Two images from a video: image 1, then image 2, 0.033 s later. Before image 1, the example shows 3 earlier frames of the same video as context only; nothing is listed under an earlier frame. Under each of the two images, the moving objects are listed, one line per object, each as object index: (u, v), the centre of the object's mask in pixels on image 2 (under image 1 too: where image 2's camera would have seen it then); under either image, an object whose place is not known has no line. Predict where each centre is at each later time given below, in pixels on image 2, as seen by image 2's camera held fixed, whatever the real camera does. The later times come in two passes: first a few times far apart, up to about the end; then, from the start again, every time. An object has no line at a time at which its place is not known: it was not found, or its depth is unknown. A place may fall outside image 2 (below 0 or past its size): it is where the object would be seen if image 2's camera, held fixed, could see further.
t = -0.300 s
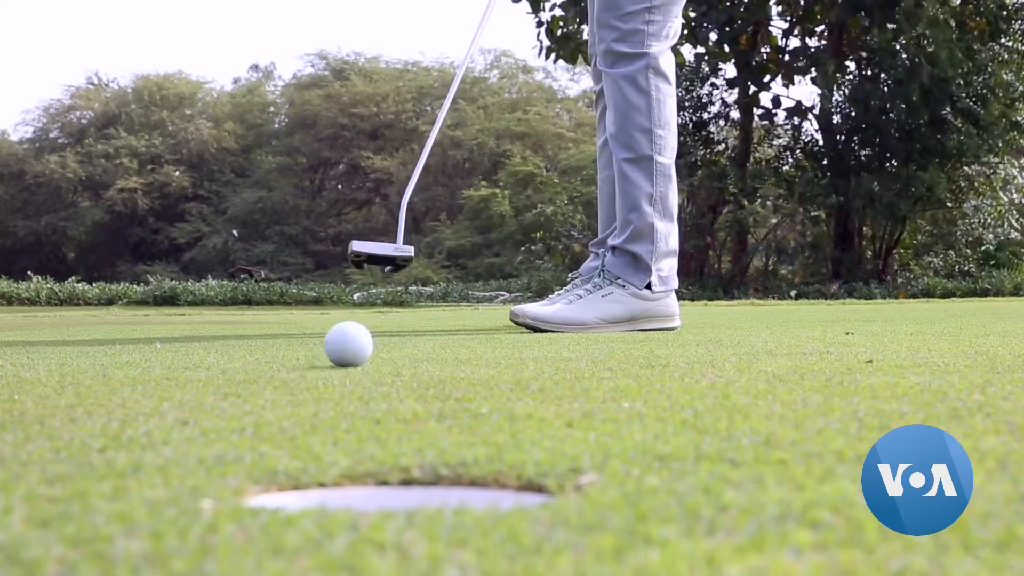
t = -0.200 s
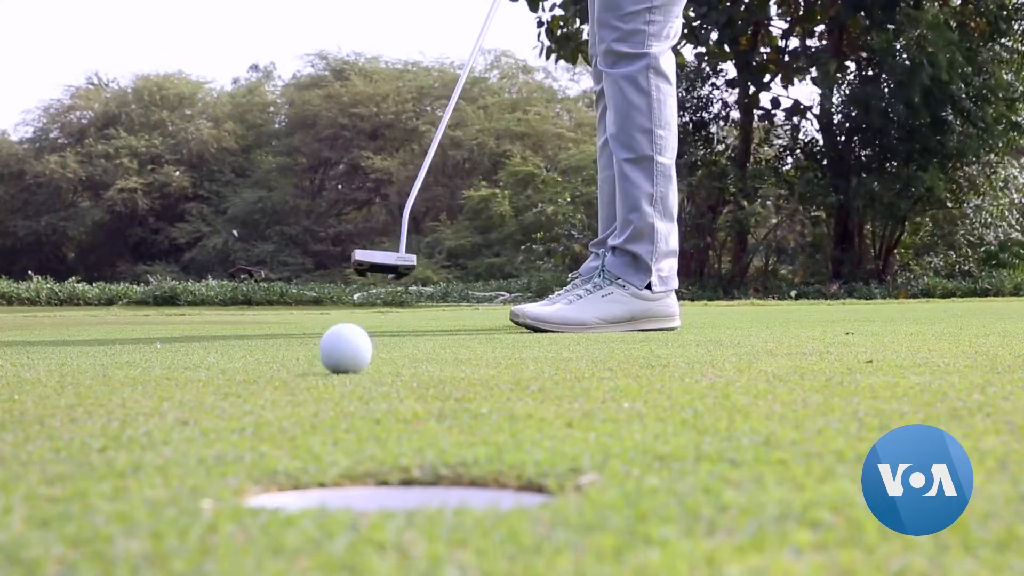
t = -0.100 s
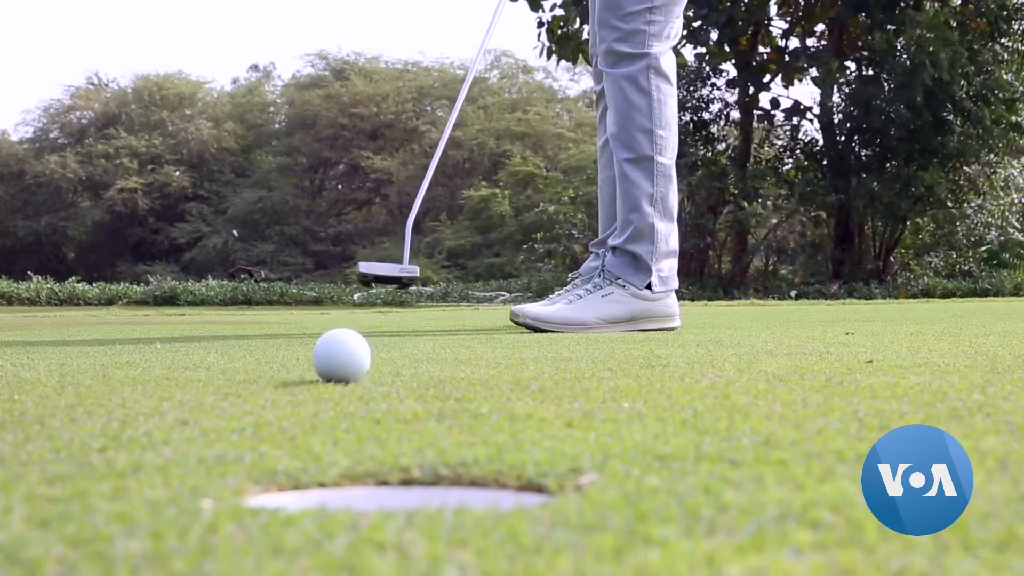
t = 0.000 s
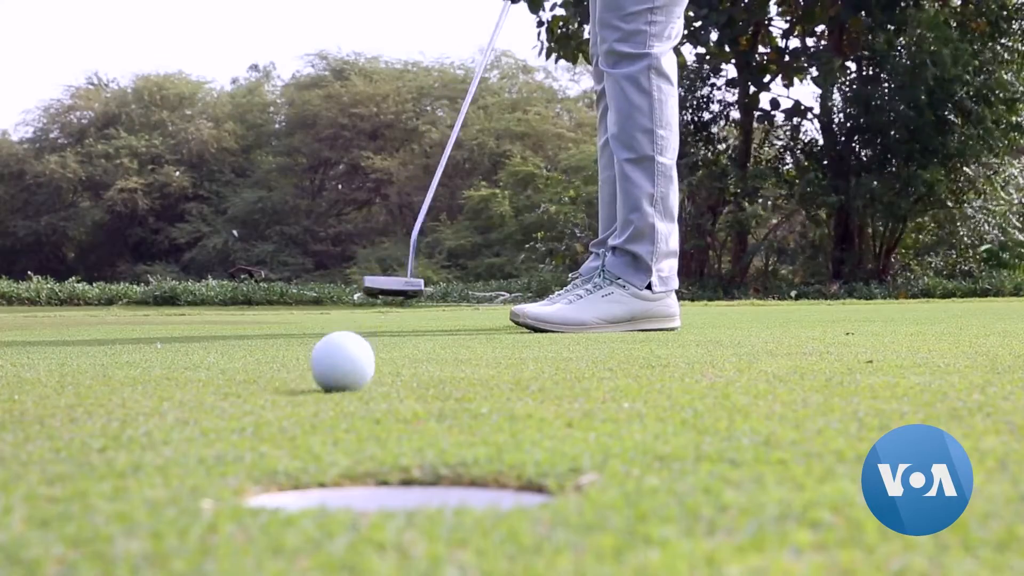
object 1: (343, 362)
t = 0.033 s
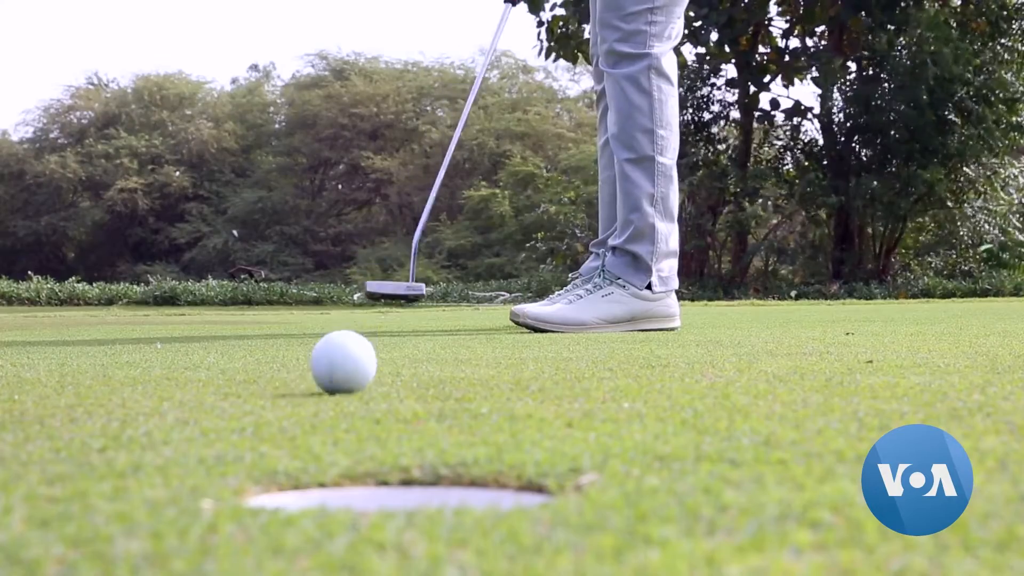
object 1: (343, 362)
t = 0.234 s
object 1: (352, 377)
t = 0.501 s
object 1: (354, 405)
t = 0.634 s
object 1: (368, 490)
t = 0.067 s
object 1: (344, 365)
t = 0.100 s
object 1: (346, 367)
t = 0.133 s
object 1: (347, 370)
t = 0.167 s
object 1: (348, 370)
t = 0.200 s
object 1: (350, 375)
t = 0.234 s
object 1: (352, 377)
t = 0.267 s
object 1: (353, 380)
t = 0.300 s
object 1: (354, 383)
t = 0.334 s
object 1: (354, 387)
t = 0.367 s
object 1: (355, 390)
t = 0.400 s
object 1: (354, 394)
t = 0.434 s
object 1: (354, 397)
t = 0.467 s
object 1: (354, 399)
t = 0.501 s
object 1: (354, 405)
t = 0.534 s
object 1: (355, 407)
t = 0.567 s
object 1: (356, 421)
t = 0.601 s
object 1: (359, 453)
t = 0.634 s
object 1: (368, 490)
